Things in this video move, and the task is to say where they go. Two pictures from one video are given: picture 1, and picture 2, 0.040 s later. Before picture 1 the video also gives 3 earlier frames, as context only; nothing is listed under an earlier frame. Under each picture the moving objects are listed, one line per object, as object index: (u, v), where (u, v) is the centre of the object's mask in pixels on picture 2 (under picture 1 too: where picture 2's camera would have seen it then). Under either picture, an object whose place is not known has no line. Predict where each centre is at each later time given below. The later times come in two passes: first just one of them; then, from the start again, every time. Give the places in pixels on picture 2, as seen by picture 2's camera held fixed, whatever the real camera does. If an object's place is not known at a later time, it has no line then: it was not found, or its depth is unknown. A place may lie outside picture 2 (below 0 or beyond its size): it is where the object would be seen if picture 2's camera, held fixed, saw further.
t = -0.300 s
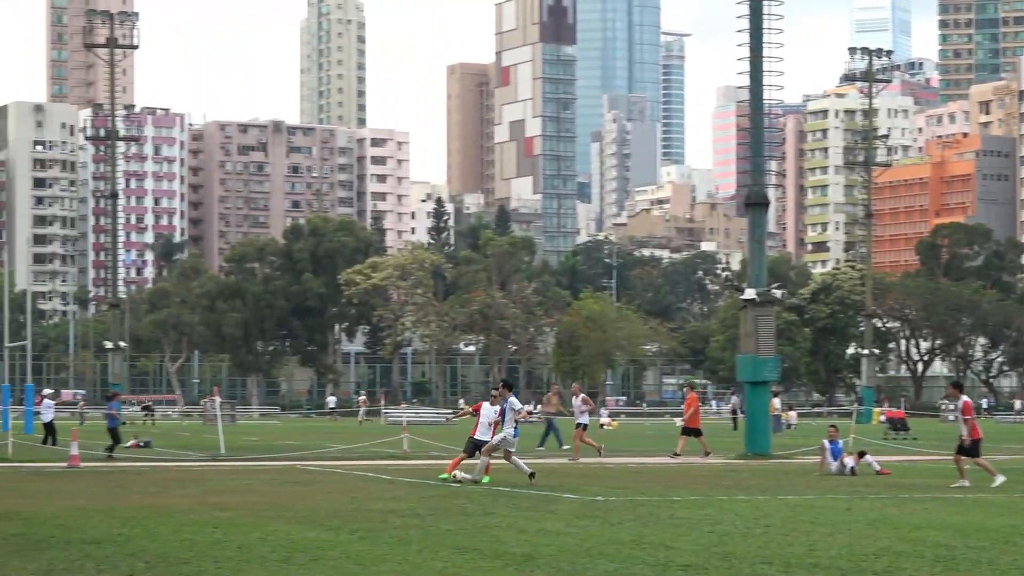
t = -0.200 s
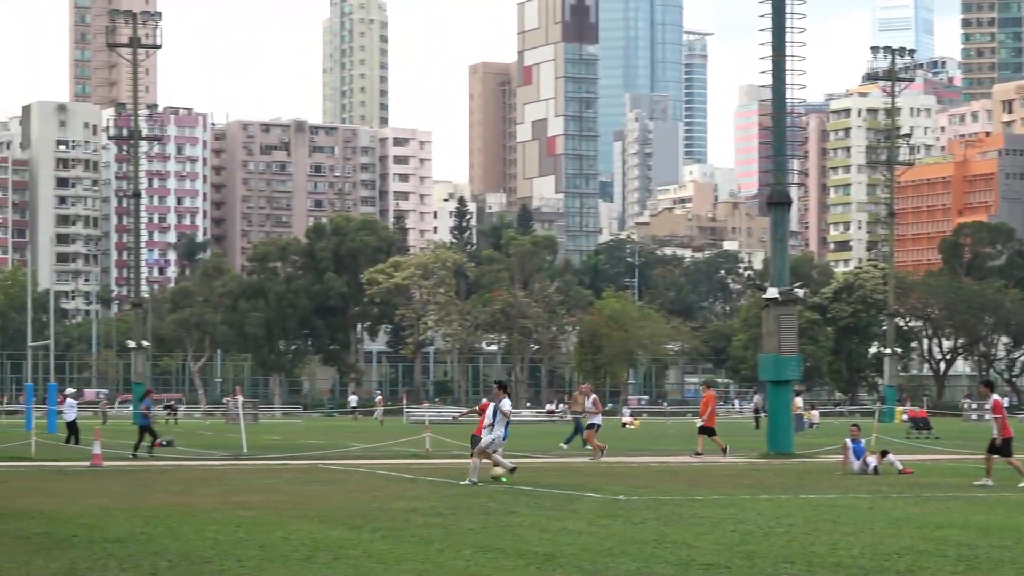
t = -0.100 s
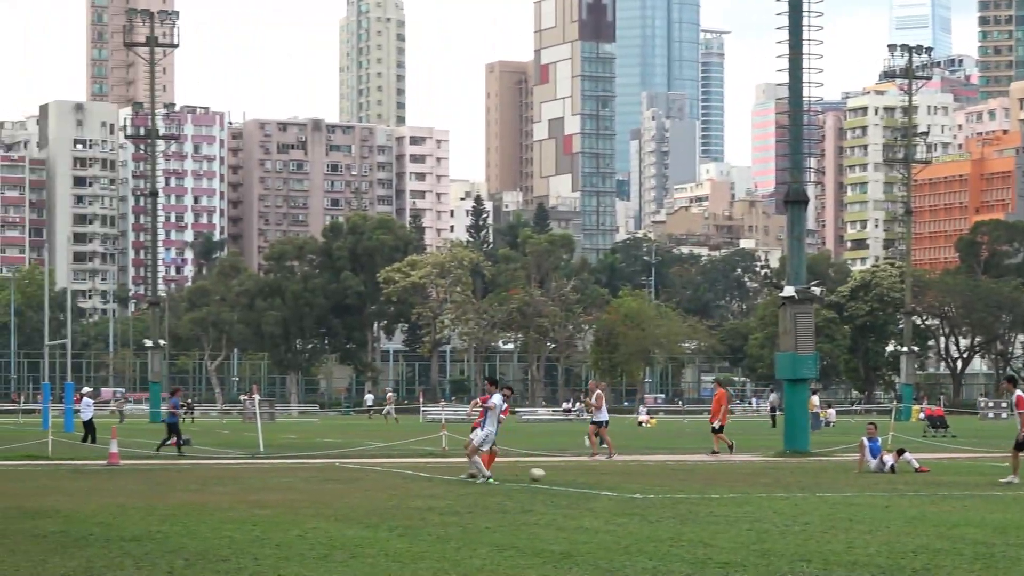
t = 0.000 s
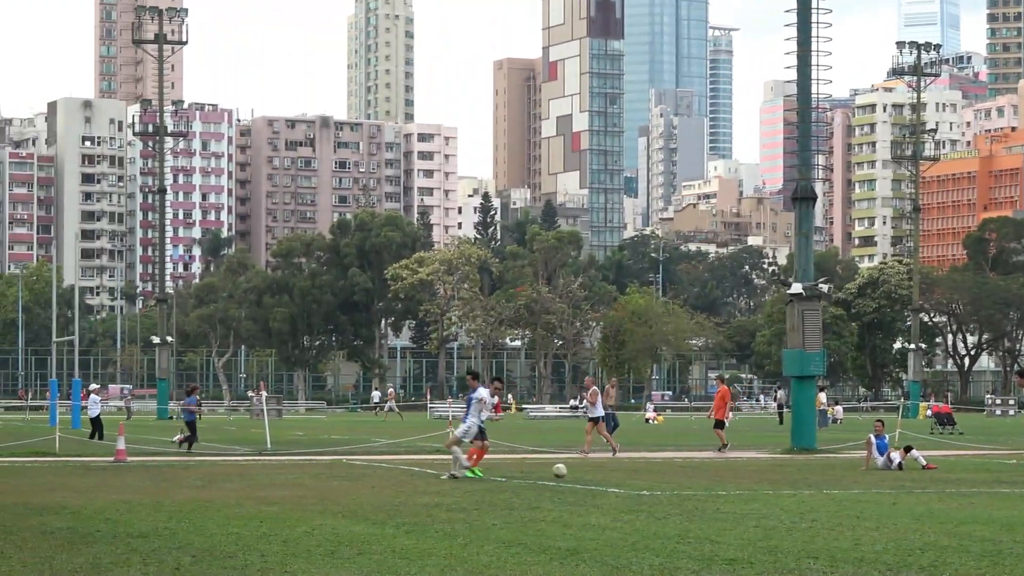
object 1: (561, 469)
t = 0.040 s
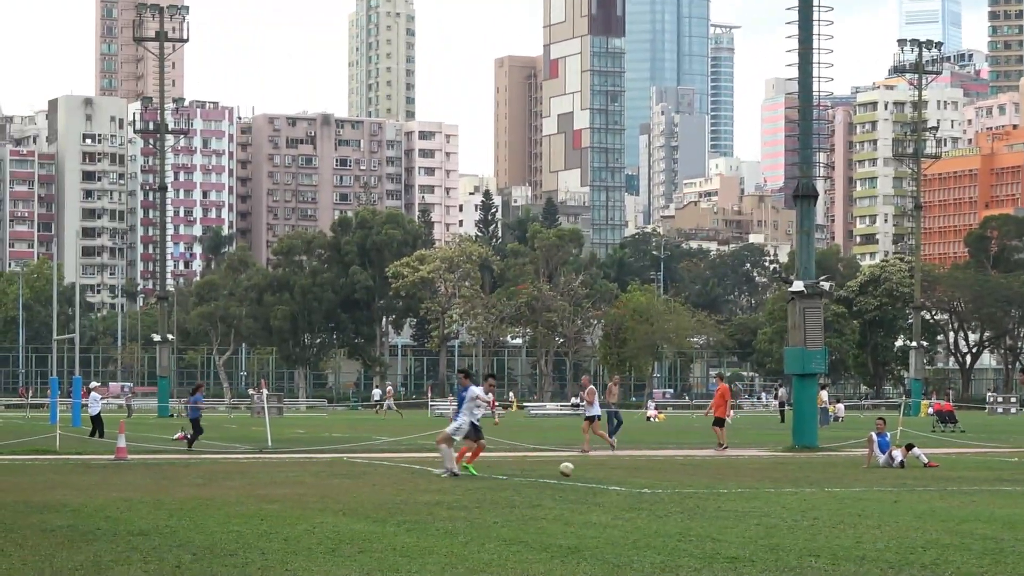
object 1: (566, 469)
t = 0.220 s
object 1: (586, 472)
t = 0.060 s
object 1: (569, 470)
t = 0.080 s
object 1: (572, 471)
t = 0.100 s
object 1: (575, 471)
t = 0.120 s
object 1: (577, 470)
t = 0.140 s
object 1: (578, 470)
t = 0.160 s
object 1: (580, 470)
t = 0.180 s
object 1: (582, 471)
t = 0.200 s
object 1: (584, 471)
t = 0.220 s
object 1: (586, 472)
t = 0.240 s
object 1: (587, 473)
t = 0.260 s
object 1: (589, 472)
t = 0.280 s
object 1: (590, 472)
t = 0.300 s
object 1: (591, 472)
